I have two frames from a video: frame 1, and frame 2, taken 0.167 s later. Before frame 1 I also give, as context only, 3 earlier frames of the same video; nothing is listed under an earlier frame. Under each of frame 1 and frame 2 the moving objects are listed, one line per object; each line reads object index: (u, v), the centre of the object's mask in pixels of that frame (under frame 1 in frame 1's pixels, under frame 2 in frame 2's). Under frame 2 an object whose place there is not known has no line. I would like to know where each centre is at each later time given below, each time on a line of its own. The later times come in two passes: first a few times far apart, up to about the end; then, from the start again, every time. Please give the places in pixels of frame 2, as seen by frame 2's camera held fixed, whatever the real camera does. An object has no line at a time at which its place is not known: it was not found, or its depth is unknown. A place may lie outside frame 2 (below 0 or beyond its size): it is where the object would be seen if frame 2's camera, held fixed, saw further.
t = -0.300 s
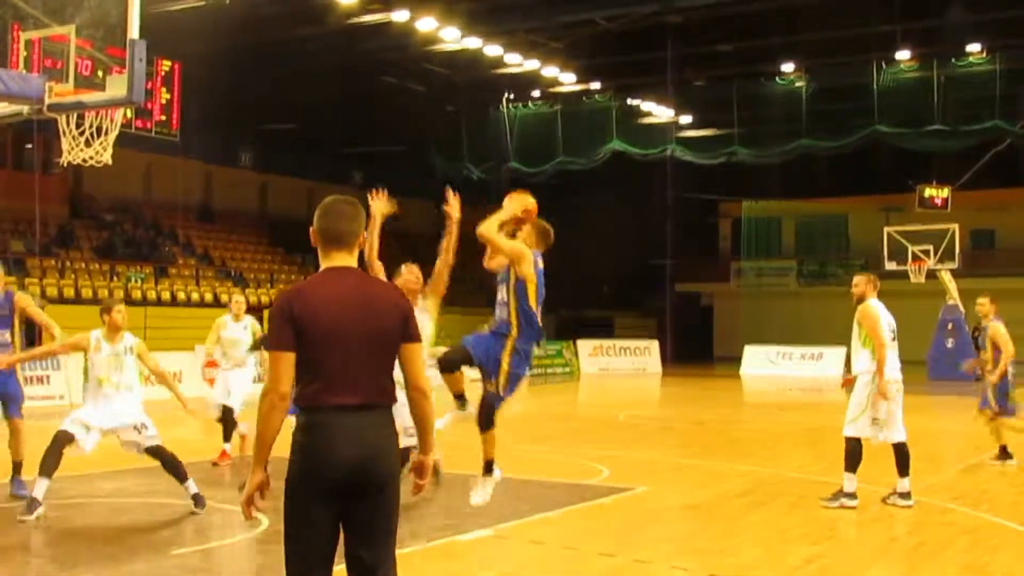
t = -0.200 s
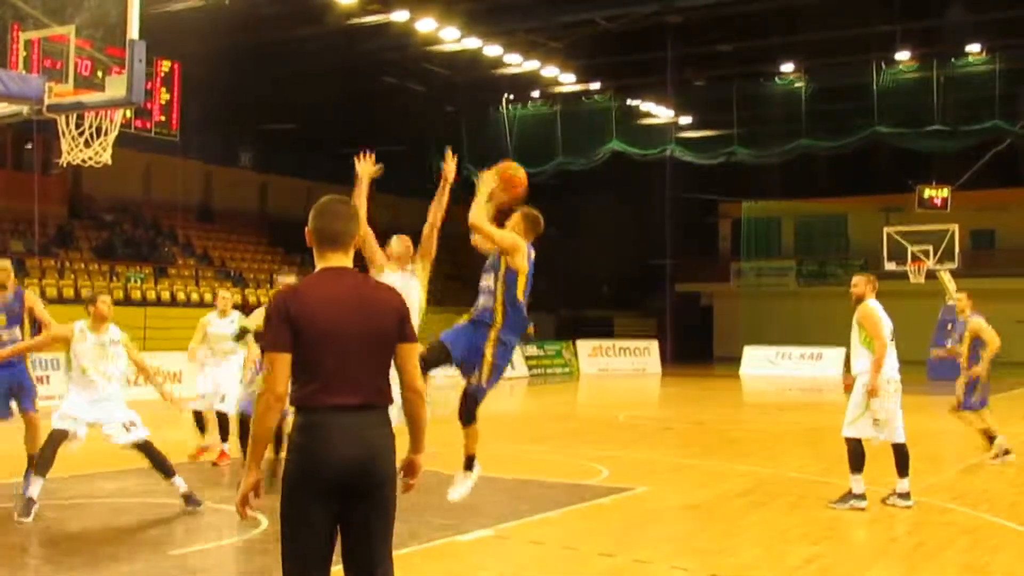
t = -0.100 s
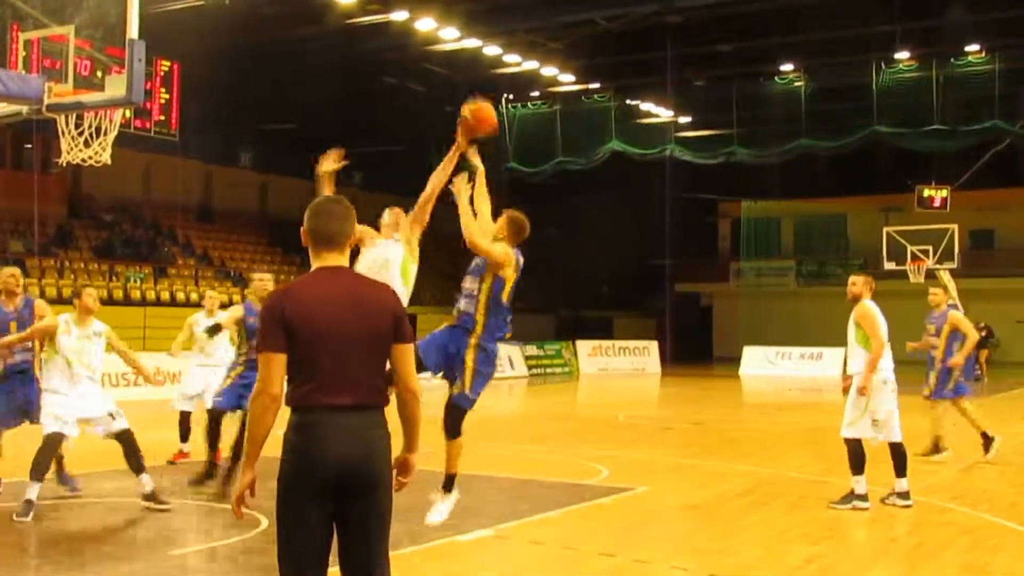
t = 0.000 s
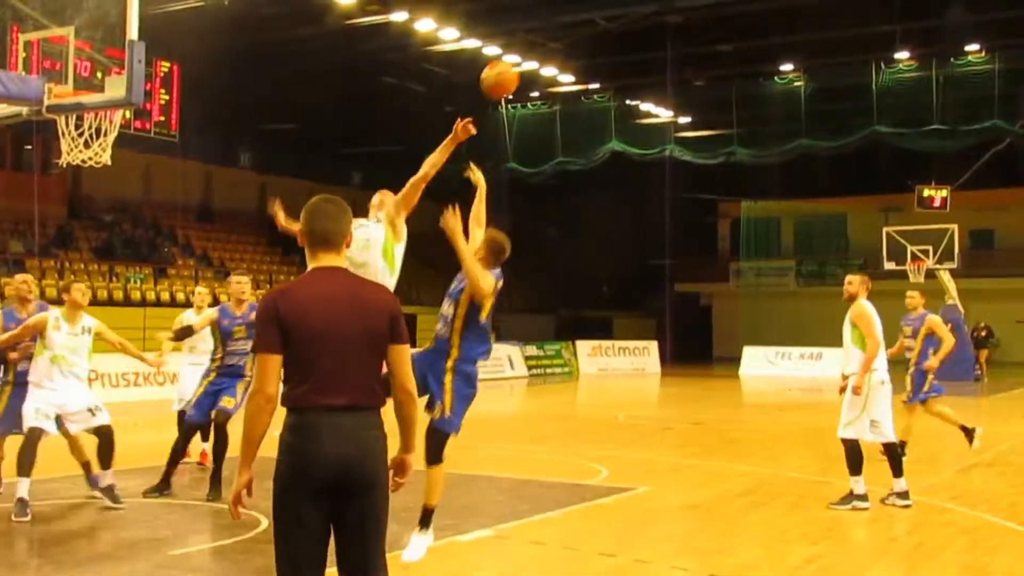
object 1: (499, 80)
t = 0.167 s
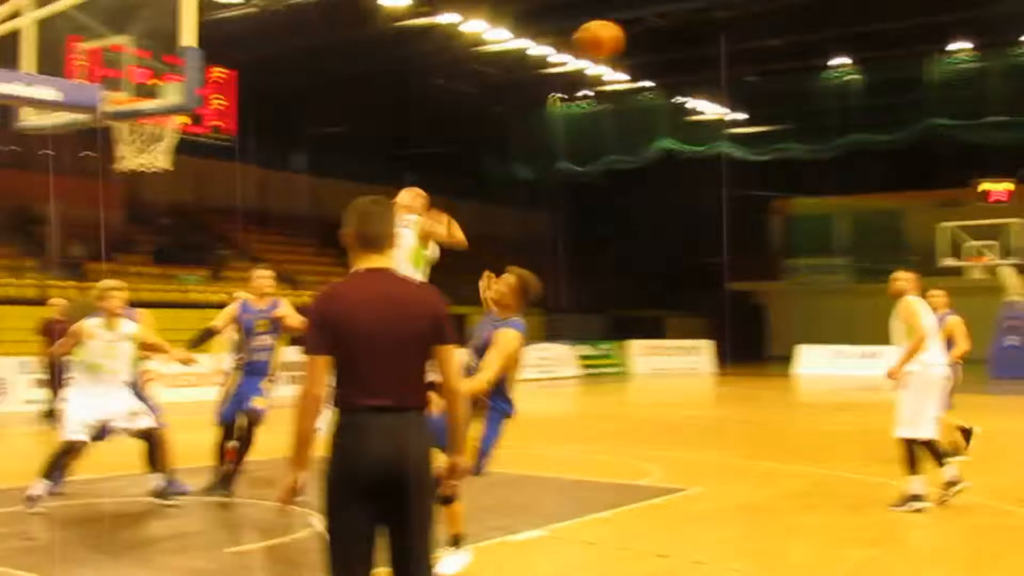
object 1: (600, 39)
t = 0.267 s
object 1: (630, 37)
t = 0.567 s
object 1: (736, 128)
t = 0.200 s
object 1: (608, 37)
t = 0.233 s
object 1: (619, 36)
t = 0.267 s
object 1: (630, 37)
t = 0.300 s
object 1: (641, 40)
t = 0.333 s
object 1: (652, 44)
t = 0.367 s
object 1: (664, 50)
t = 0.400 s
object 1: (675, 58)
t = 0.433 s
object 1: (688, 68)
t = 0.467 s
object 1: (699, 79)
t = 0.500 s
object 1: (711, 91)
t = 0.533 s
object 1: (724, 109)
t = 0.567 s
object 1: (736, 128)
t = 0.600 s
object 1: (748, 148)
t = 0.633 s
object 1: (761, 172)
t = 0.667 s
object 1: (774, 197)
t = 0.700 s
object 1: (788, 224)
